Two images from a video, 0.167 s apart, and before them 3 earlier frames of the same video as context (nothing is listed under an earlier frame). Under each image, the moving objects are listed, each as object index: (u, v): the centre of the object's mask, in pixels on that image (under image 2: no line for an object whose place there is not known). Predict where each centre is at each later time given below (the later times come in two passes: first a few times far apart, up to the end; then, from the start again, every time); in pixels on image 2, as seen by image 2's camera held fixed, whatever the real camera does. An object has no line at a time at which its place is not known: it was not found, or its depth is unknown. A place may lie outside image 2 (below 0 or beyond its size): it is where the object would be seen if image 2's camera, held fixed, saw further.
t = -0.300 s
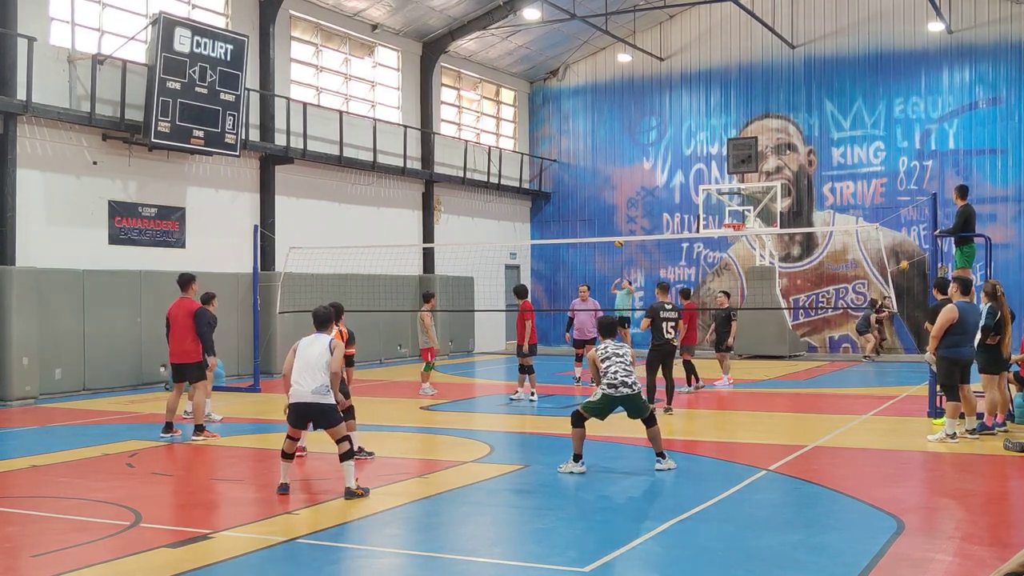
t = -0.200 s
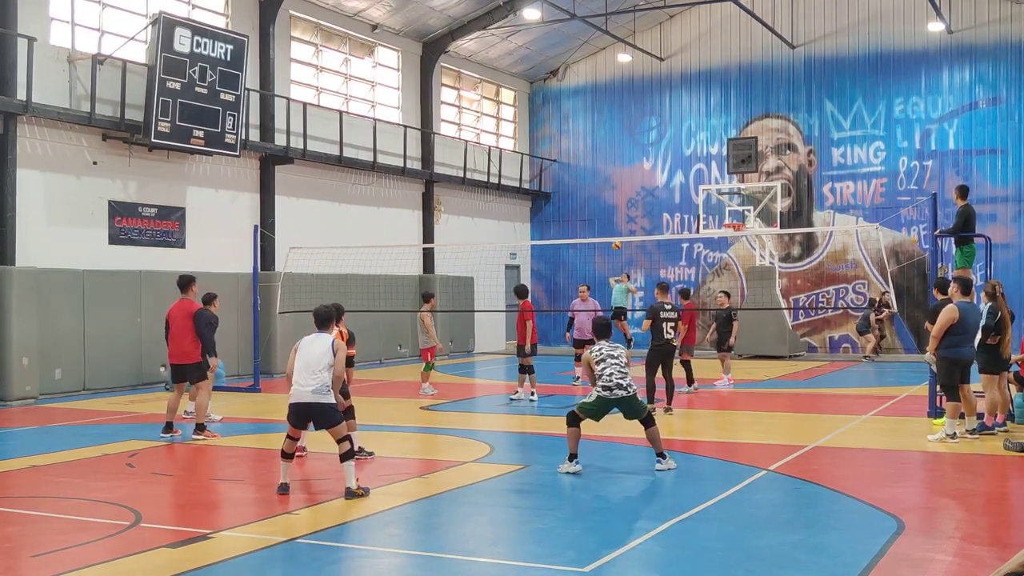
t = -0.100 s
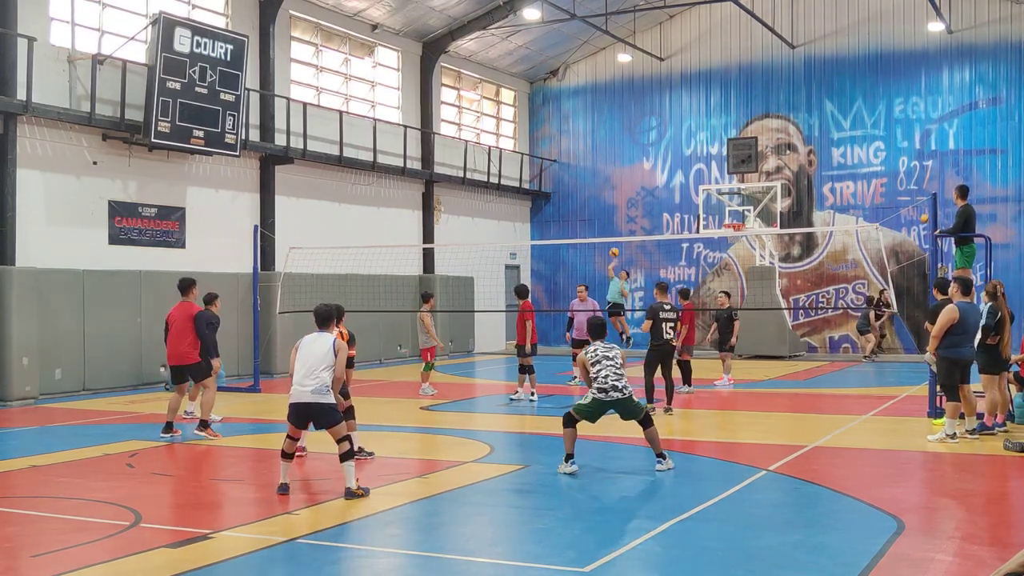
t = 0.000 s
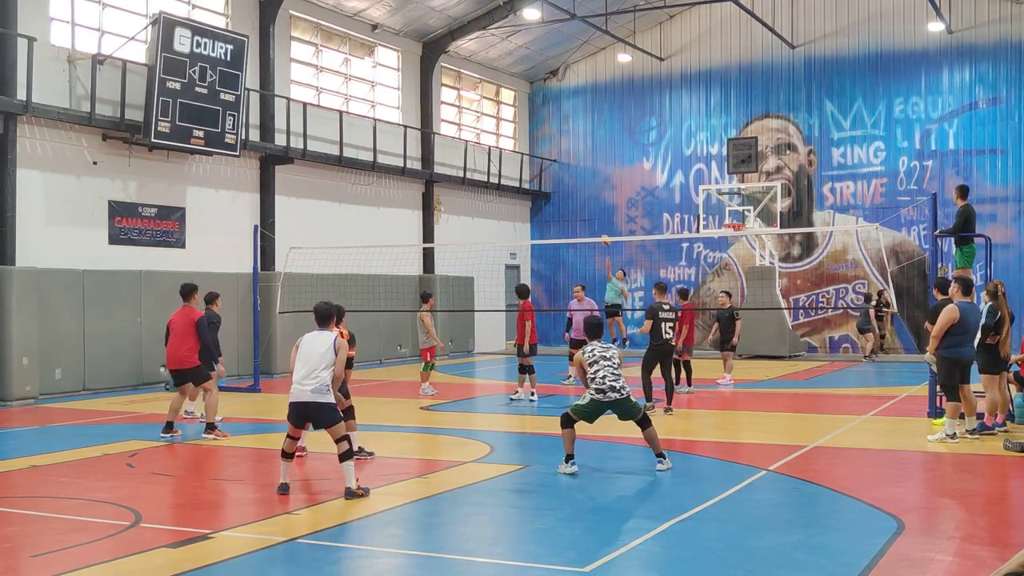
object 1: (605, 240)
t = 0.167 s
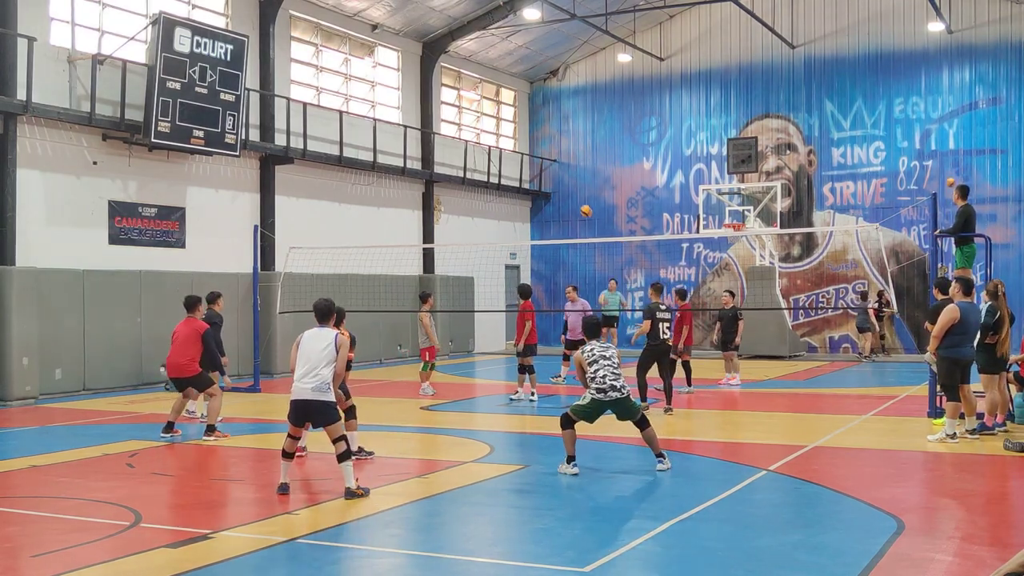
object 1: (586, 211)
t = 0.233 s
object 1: (577, 201)
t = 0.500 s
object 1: (531, 175)
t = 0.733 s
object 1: (479, 187)
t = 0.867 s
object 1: (437, 218)
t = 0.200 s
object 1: (582, 206)
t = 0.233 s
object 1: (577, 201)
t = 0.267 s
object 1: (572, 196)
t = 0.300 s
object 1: (566, 192)
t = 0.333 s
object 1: (561, 188)
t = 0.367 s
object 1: (555, 184)
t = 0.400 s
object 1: (549, 181)
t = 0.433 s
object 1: (543, 179)
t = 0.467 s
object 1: (537, 176)
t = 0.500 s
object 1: (531, 175)
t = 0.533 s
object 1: (525, 174)
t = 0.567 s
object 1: (518, 174)
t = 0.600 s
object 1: (511, 175)
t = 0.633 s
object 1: (504, 177)
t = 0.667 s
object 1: (495, 180)
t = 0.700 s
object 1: (487, 184)
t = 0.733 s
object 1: (479, 187)
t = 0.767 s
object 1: (470, 193)
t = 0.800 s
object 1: (459, 200)
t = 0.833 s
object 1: (449, 208)
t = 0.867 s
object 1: (437, 218)
